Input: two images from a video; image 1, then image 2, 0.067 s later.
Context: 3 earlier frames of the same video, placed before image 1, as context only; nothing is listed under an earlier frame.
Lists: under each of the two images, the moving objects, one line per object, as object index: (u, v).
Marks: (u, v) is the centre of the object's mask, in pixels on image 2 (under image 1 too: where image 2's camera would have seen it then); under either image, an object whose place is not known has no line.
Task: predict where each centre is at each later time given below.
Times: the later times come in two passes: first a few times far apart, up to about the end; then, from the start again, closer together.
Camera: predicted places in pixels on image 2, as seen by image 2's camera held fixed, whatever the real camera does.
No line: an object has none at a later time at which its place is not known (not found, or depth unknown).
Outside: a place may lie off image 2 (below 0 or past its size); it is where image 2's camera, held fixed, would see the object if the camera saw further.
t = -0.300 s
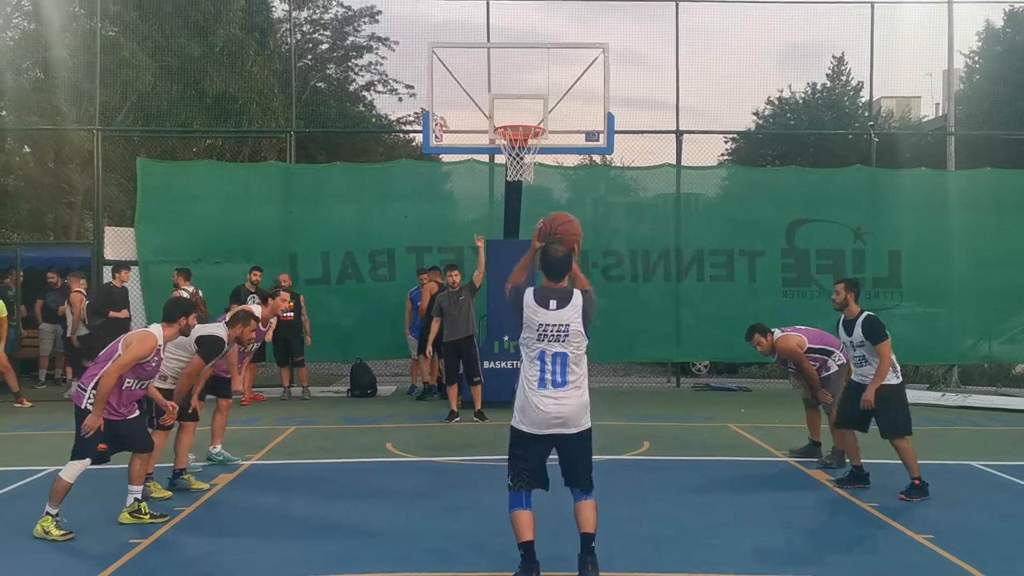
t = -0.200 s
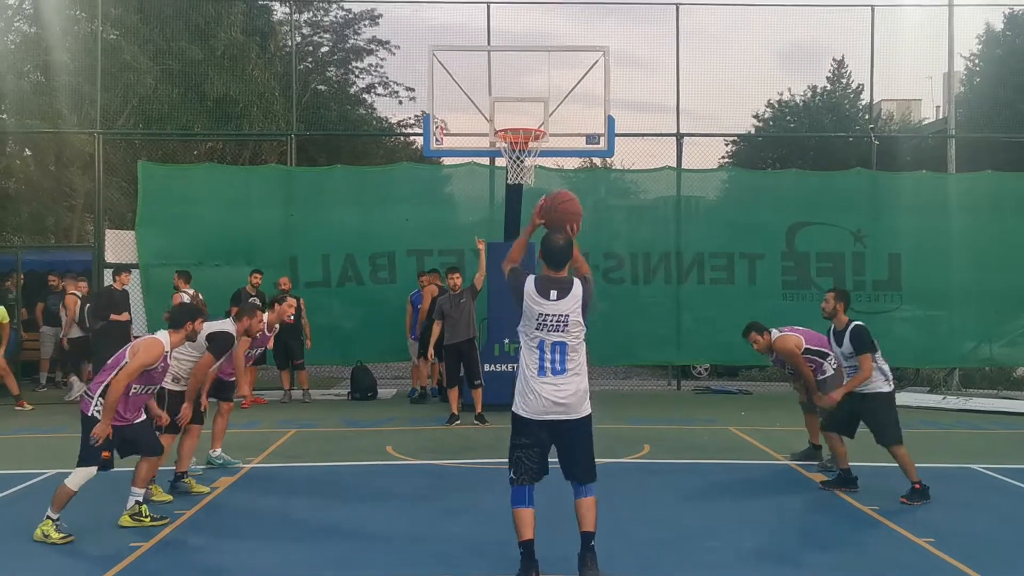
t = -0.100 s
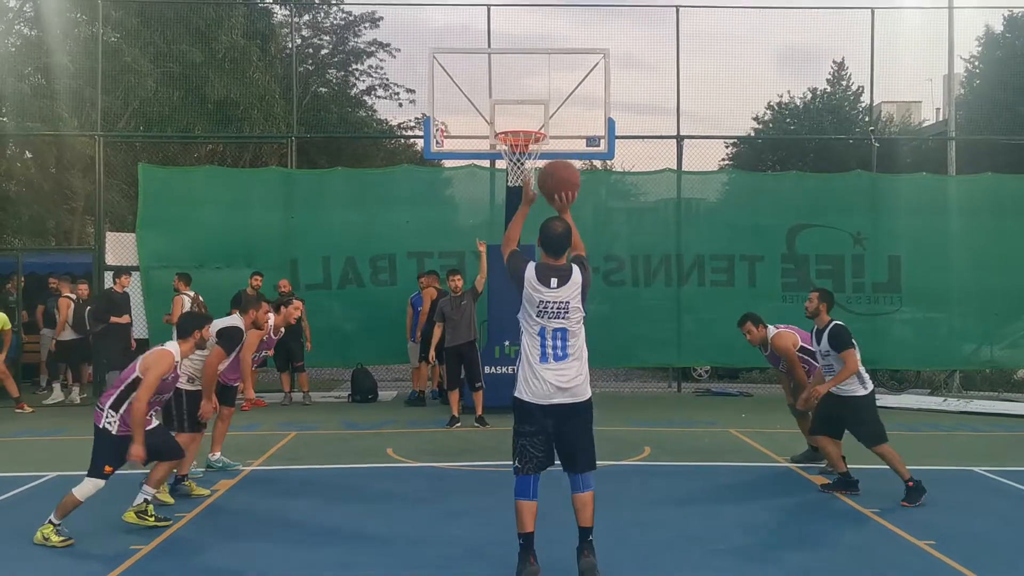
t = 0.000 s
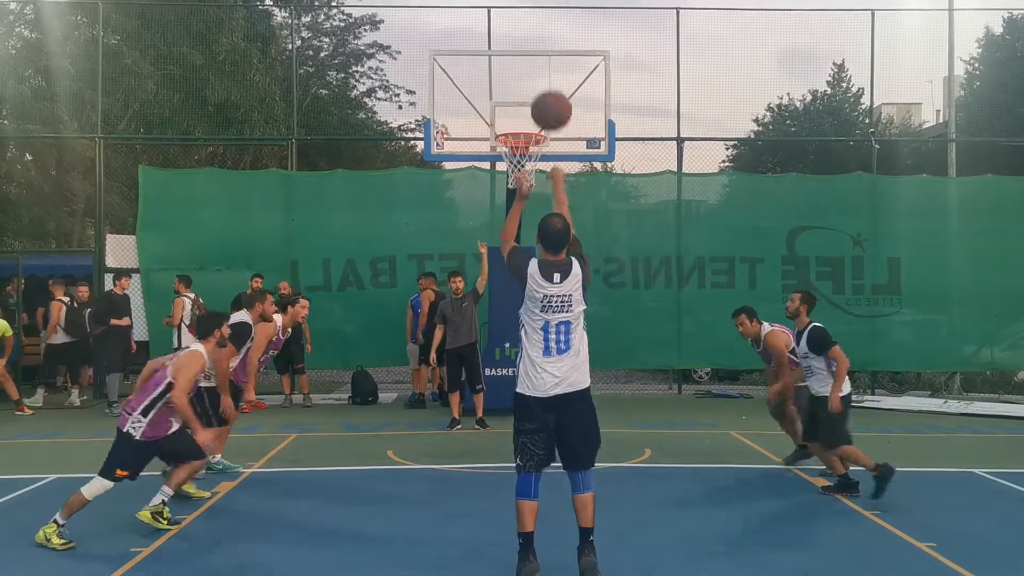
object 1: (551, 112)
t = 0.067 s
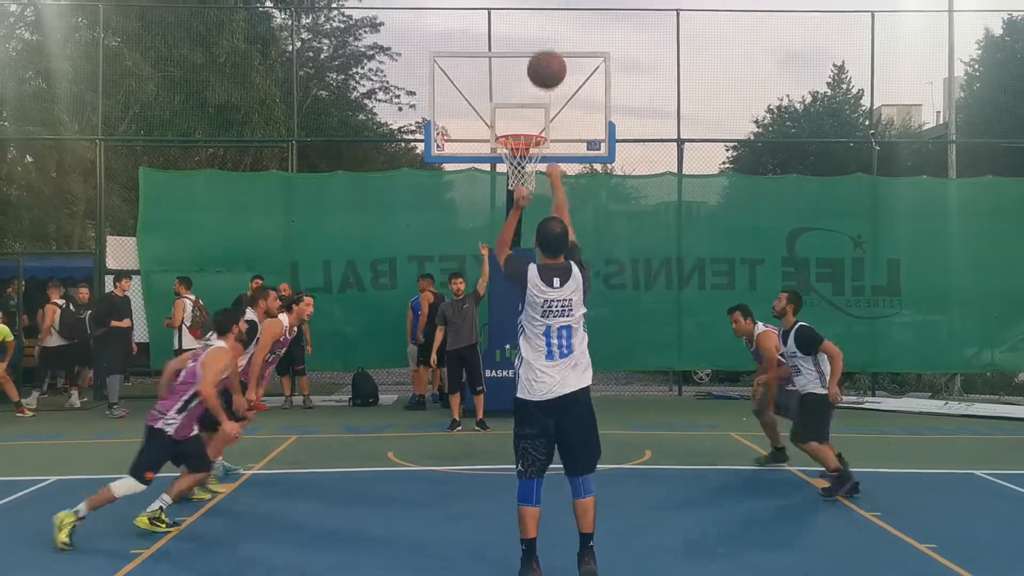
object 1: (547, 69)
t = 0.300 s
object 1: (533, 2)
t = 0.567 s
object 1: (521, 12)
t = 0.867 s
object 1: (510, 111)
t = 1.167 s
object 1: (574, 67)
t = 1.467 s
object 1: (654, 72)
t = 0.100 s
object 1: (544, 52)
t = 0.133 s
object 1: (542, 38)
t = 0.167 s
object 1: (540, 25)
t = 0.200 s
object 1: (538, 15)
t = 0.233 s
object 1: (537, 9)
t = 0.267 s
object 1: (535, 4)
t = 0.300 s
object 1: (533, 2)
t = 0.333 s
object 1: (531, 0)
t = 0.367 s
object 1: (530, -2)
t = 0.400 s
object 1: (528, -2)
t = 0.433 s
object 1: (527, -2)
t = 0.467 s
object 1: (525, -1)
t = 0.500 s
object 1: (524, 1)
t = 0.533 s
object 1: (522, 5)
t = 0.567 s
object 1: (521, 12)
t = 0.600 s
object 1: (520, 19)
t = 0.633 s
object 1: (518, 28)
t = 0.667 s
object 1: (517, 37)
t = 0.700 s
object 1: (516, 47)
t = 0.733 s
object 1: (514, 58)
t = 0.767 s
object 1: (513, 71)
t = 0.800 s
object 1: (512, 83)
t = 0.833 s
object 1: (511, 97)
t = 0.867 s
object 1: (510, 111)
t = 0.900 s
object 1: (509, 125)
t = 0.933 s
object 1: (514, 124)
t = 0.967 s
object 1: (522, 113)
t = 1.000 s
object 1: (531, 103)
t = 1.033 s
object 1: (539, 94)
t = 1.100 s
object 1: (557, 78)
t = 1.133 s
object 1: (565, 72)
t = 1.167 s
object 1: (574, 67)
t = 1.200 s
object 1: (583, 63)
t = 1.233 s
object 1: (592, 60)
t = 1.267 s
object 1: (601, 58)
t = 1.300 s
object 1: (610, 57)
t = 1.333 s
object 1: (619, 58)
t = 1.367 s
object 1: (627, 60)
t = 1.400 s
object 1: (636, 63)
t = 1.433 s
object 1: (645, 66)
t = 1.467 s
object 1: (654, 72)
